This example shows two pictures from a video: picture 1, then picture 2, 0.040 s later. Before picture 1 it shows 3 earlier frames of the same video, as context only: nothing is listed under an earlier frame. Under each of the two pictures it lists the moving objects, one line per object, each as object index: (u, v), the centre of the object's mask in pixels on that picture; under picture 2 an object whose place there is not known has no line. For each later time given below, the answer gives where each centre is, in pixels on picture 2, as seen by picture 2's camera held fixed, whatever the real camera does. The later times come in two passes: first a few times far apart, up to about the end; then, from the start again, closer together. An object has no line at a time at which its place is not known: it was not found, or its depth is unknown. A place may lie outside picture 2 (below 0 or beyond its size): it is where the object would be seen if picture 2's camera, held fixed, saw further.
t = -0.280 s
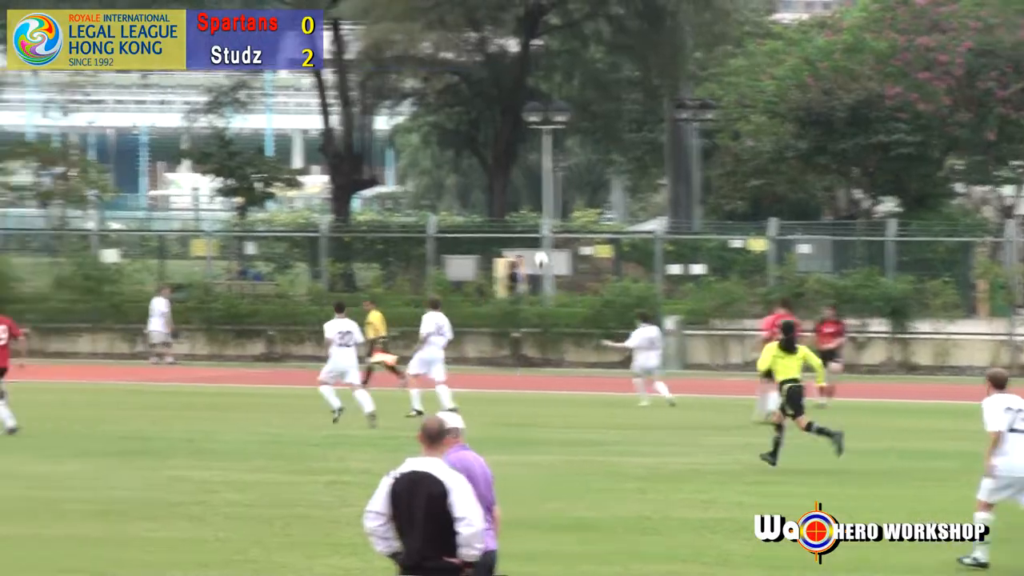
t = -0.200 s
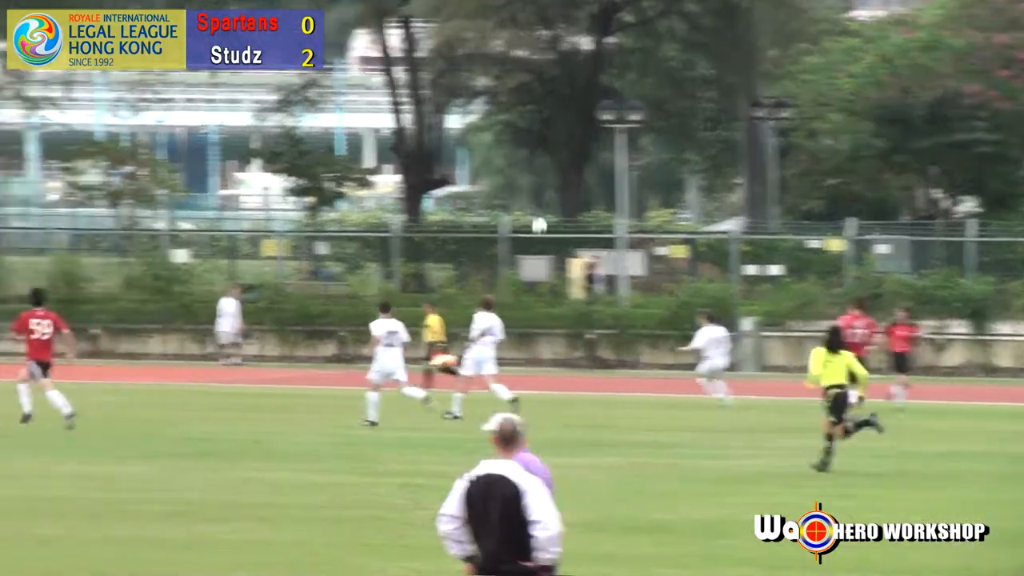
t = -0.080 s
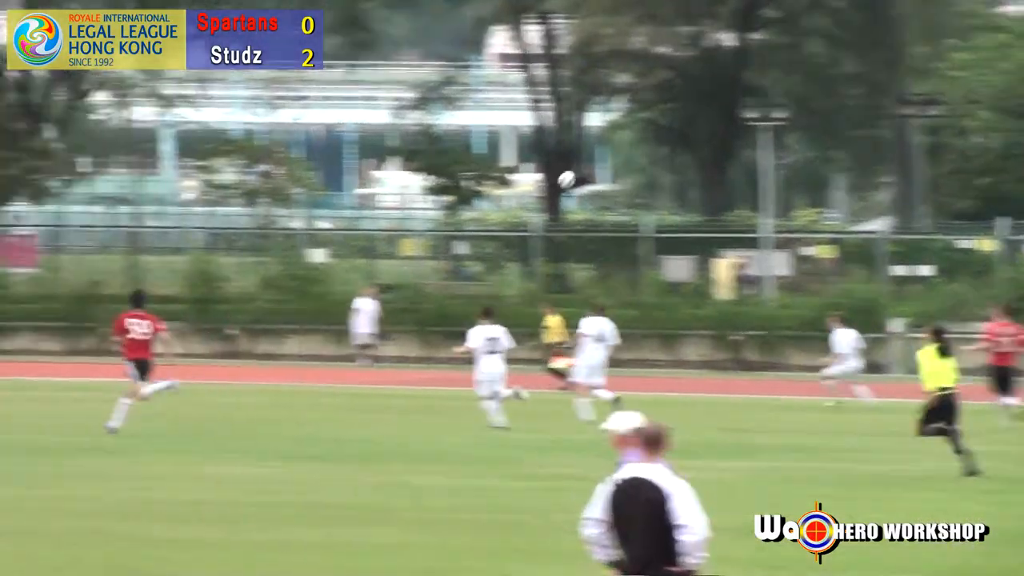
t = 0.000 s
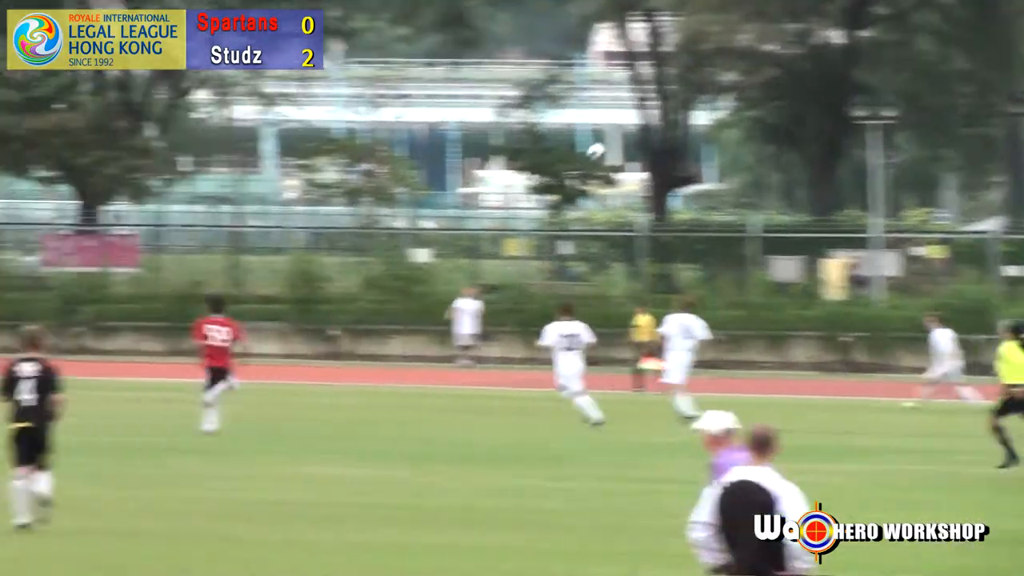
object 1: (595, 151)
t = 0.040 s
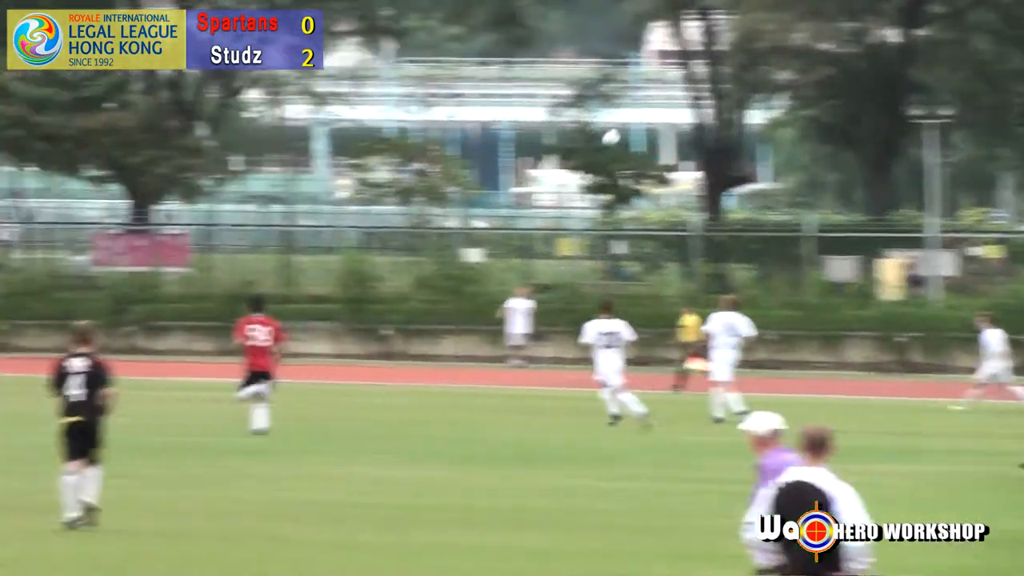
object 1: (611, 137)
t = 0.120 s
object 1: (540, 117)
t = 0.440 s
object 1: (235, 54)
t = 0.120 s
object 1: (540, 117)
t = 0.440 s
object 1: (235, 54)
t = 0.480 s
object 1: (196, 49)
